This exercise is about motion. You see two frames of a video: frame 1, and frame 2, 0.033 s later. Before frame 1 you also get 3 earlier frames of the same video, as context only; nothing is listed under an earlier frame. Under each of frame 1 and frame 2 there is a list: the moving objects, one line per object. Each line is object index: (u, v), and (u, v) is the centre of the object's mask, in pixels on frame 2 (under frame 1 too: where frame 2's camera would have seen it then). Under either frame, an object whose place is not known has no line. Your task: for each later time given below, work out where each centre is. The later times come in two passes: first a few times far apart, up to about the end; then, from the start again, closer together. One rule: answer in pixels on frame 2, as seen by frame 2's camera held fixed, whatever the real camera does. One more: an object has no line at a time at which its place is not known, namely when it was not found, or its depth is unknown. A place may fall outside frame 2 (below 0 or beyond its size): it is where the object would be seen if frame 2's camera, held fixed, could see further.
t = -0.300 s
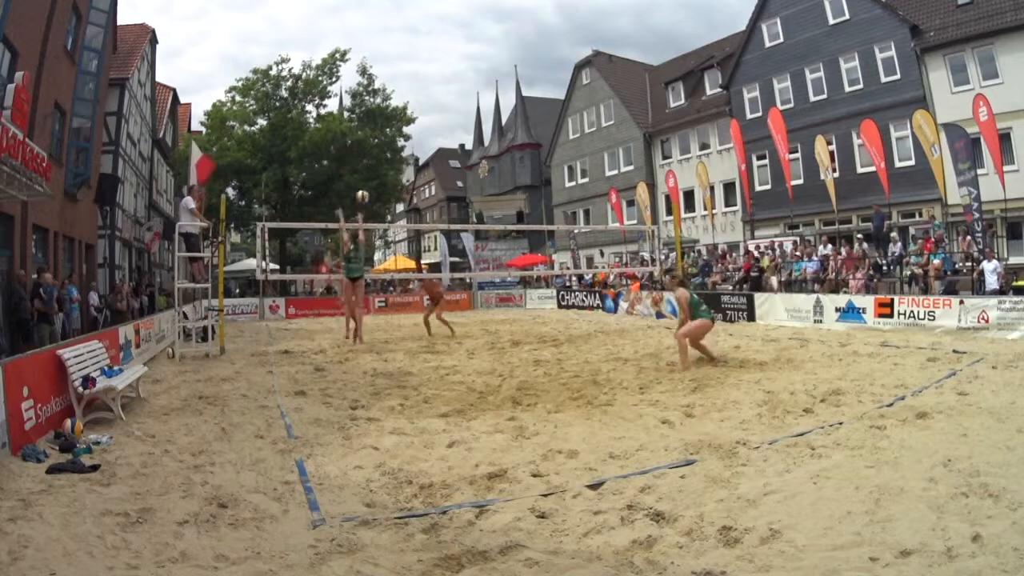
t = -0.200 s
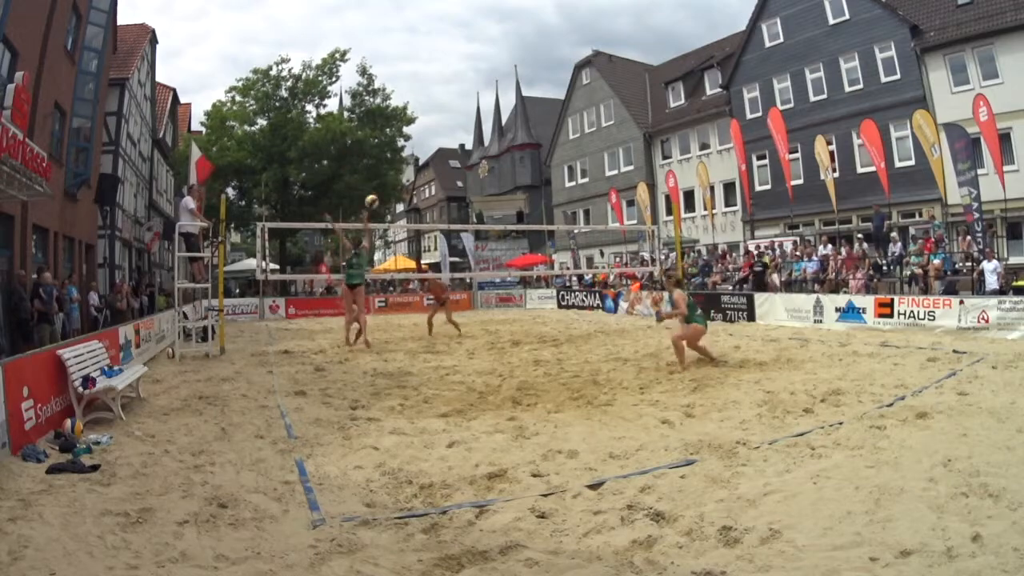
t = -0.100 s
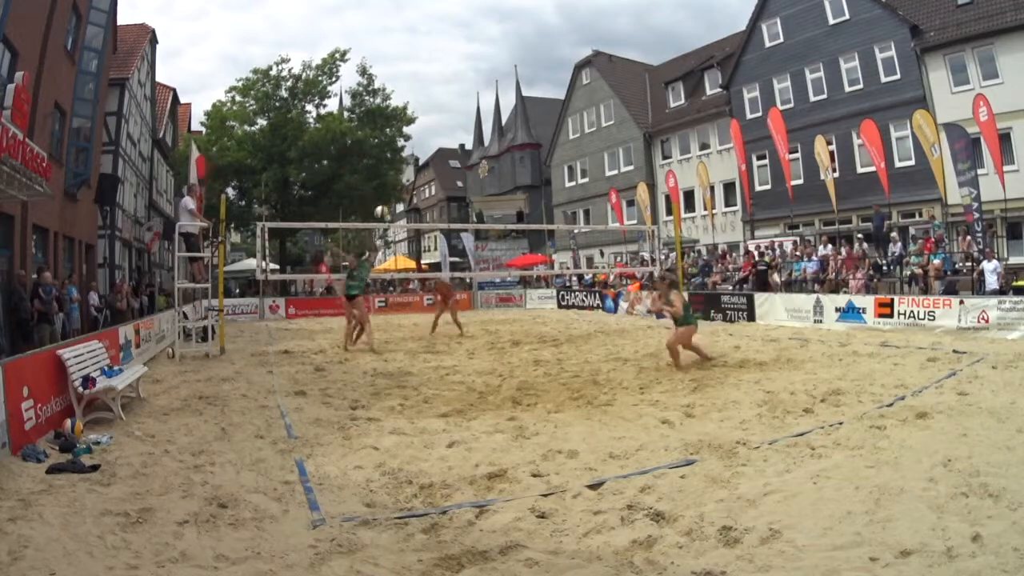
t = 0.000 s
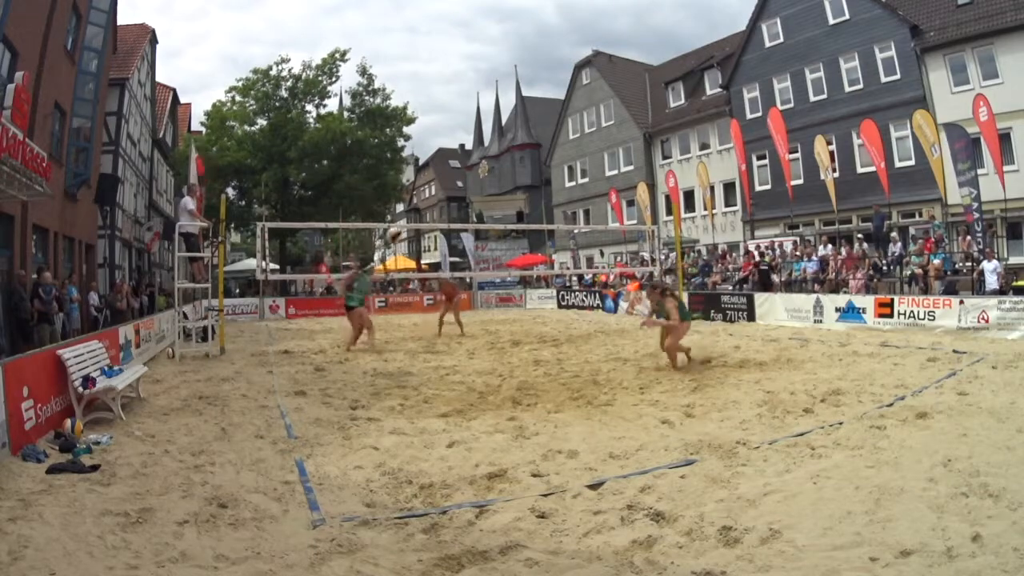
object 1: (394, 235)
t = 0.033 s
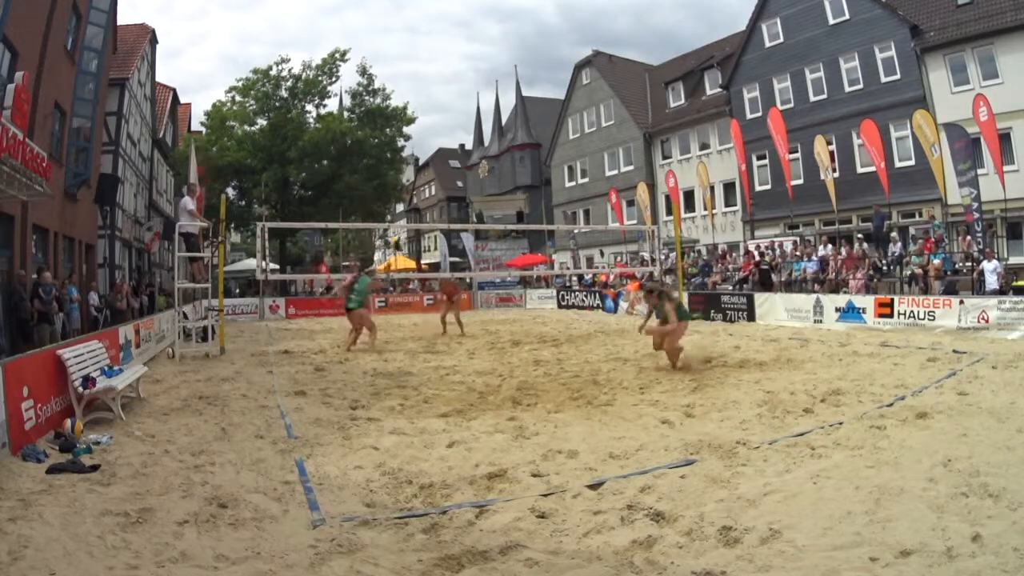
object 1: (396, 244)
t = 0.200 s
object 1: (427, 310)
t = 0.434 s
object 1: (450, 390)
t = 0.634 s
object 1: (438, 402)
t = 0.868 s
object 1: (420, 423)
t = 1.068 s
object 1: (403, 455)
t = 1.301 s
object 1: (390, 479)
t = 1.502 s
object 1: (384, 505)
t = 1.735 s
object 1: (379, 542)
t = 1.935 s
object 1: (378, 565)
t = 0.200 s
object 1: (427, 310)
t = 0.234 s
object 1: (432, 329)
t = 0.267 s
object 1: (440, 349)
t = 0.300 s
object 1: (447, 372)
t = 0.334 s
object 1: (456, 395)
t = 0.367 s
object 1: (453, 395)
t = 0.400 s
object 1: (452, 394)
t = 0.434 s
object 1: (450, 390)
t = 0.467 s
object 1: (447, 388)
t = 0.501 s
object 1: (445, 388)
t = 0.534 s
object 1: (444, 390)
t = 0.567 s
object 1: (443, 392)
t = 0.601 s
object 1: (441, 397)
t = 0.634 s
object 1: (438, 402)
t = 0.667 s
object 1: (436, 407)
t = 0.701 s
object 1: (436, 417)
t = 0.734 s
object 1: (433, 422)
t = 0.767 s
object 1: (429, 421)
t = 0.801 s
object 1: (427, 421)
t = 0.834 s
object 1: (424, 421)
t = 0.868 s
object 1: (420, 423)
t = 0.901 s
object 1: (419, 428)
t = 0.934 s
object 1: (415, 434)
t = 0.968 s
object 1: (411, 442)
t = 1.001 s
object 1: (407, 451)
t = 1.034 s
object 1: (406, 454)
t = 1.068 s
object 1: (403, 455)
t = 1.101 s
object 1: (400, 457)
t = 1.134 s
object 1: (398, 462)
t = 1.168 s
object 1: (397, 470)
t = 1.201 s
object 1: (394, 478)
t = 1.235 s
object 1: (391, 479)
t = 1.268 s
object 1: (390, 479)
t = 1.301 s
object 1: (390, 479)
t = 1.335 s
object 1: (389, 480)
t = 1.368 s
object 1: (387, 483)
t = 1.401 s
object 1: (386, 490)
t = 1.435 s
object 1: (385, 497)
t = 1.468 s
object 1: (386, 501)
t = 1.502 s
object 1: (384, 505)
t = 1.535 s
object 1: (382, 511)
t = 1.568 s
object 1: (382, 518)
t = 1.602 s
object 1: (381, 522)
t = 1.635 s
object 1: (381, 528)
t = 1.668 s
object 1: (381, 535)
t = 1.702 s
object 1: (380, 537)
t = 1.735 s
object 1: (379, 542)
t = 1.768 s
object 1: (380, 547)
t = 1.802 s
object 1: (379, 552)
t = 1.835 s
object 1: (381, 555)
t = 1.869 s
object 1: (379, 557)
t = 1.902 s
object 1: (378, 561)
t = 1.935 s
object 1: (378, 565)
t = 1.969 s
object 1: (378, 566)
